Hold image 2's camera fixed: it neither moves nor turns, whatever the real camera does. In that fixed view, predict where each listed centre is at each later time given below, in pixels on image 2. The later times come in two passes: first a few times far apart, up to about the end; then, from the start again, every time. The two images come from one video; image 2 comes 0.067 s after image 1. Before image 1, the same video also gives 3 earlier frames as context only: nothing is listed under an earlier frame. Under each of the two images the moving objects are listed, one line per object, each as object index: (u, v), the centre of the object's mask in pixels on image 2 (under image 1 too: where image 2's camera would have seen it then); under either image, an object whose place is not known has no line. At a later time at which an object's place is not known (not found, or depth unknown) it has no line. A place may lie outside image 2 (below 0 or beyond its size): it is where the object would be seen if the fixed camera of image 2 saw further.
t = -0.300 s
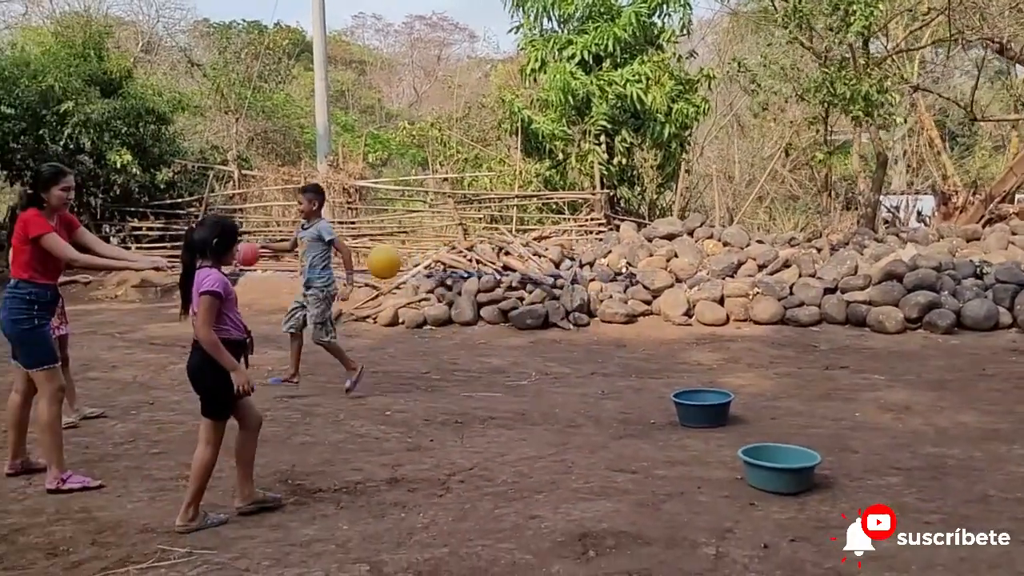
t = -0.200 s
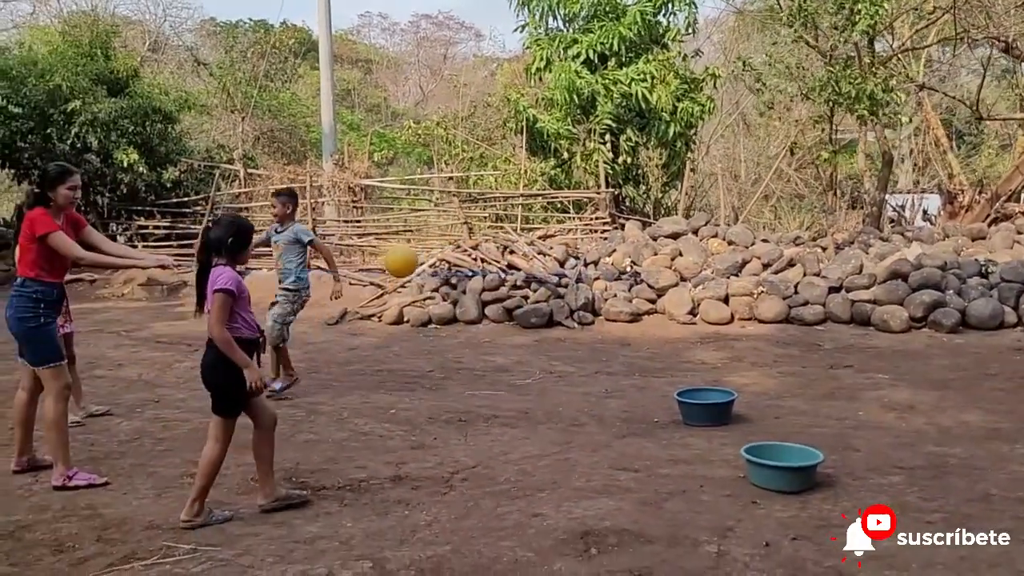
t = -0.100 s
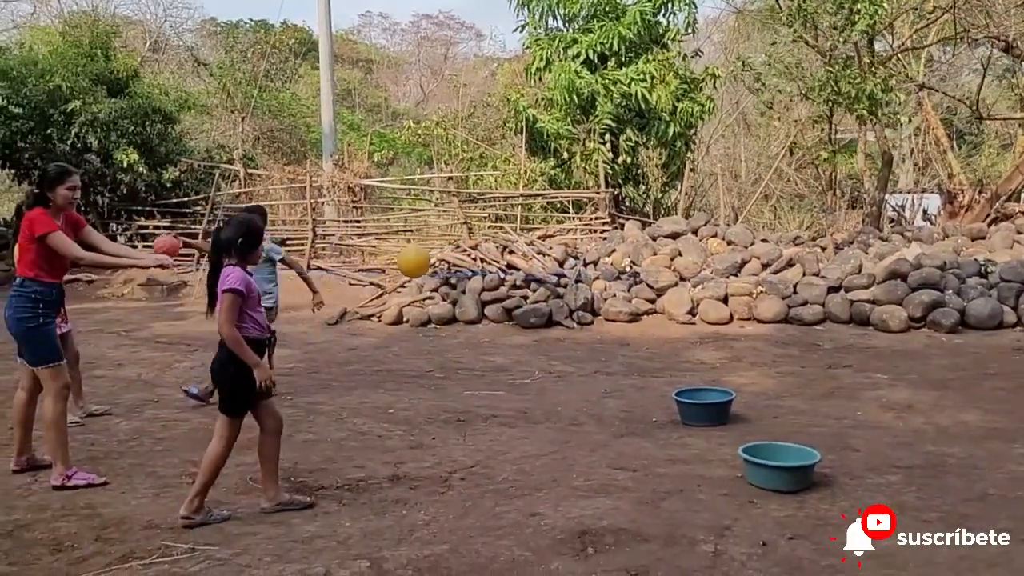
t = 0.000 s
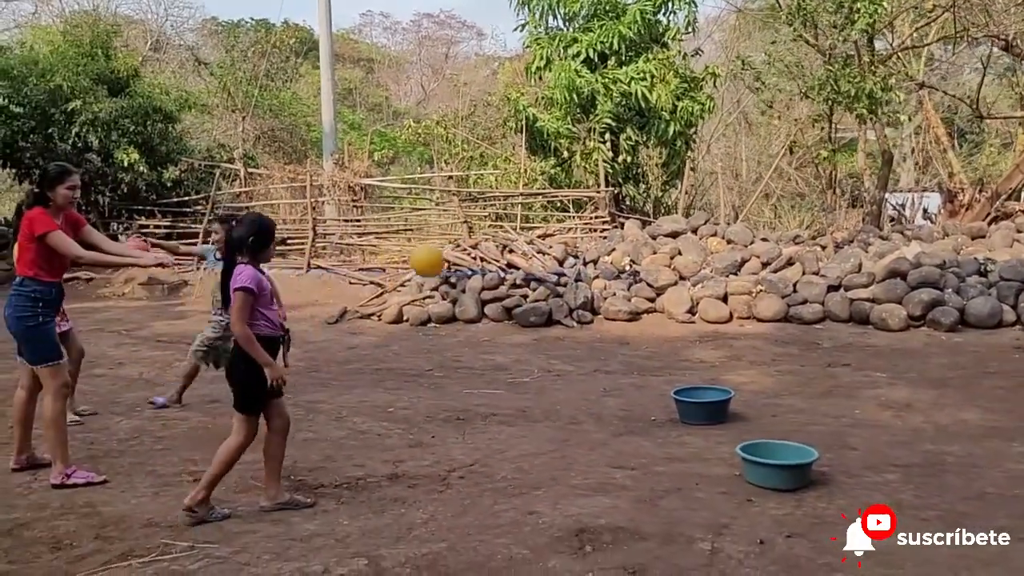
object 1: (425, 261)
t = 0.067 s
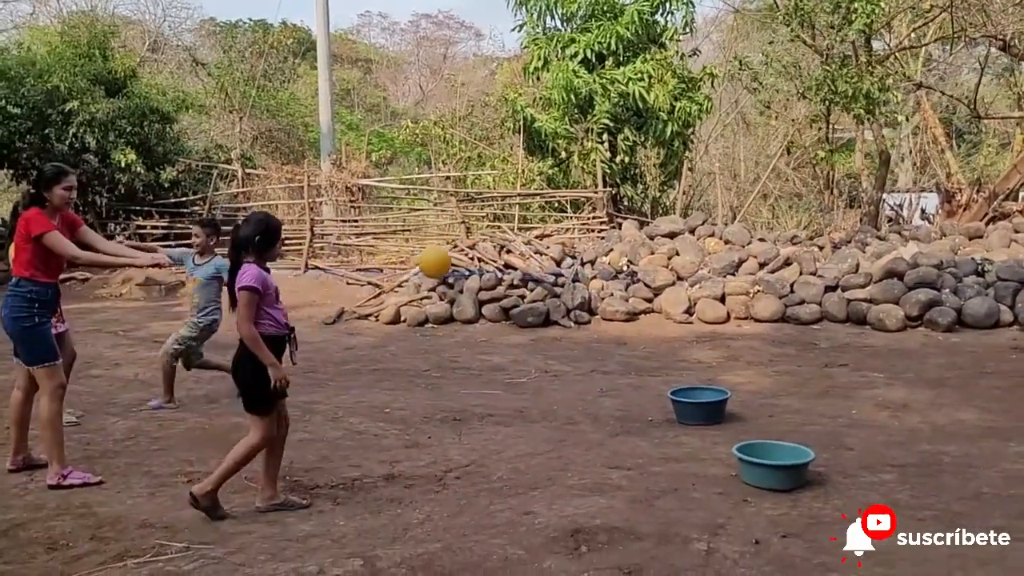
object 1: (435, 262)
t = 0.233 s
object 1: (456, 261)
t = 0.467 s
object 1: (488, 262)
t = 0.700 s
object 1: (522, 263)
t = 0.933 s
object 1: (557, 265)
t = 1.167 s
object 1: (587, 264)
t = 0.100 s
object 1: (439, 262)
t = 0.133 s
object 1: (443, 262)
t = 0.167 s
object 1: (448, 263)
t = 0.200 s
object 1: (452, 262)
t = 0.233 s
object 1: (456, 261)
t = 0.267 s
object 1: (461, 261)
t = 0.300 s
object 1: (464, 261)
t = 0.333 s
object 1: (469, 261)
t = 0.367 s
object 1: (473, 261)
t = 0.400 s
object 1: (477, 262)
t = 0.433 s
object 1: (482, 262)
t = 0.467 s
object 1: (488, 262)
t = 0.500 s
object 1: (491, 262)
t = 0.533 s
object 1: (496, 261)
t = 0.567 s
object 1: (502, 262)
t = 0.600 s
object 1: (506, 261)
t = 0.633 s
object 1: (512, 262)
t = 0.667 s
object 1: (516, 262)
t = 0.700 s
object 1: (522, 263)
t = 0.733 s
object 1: (527, 263)
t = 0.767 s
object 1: (532, 265)
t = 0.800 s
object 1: (537, 265)
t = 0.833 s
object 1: (542, 265)
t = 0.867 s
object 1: (545, 266)
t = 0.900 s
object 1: (551, 266)
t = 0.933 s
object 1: (557, 265)
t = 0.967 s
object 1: (560, 264)
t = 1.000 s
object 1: (565, 263)
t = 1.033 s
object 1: (569, 263)
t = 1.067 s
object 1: (573, 263)
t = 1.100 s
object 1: (578, 262)
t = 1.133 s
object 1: (582, 264)
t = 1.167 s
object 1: (587, 264)
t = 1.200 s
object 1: (592, 265)
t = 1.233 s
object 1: (596, 266)
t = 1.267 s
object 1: (602, 266)
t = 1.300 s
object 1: (608, 266)
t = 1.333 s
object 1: (613, 266)
